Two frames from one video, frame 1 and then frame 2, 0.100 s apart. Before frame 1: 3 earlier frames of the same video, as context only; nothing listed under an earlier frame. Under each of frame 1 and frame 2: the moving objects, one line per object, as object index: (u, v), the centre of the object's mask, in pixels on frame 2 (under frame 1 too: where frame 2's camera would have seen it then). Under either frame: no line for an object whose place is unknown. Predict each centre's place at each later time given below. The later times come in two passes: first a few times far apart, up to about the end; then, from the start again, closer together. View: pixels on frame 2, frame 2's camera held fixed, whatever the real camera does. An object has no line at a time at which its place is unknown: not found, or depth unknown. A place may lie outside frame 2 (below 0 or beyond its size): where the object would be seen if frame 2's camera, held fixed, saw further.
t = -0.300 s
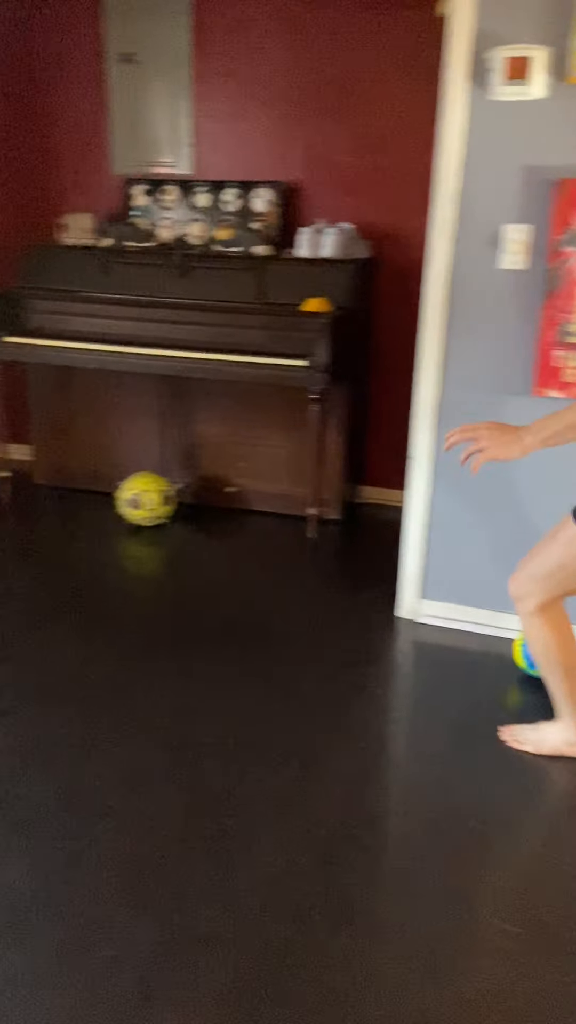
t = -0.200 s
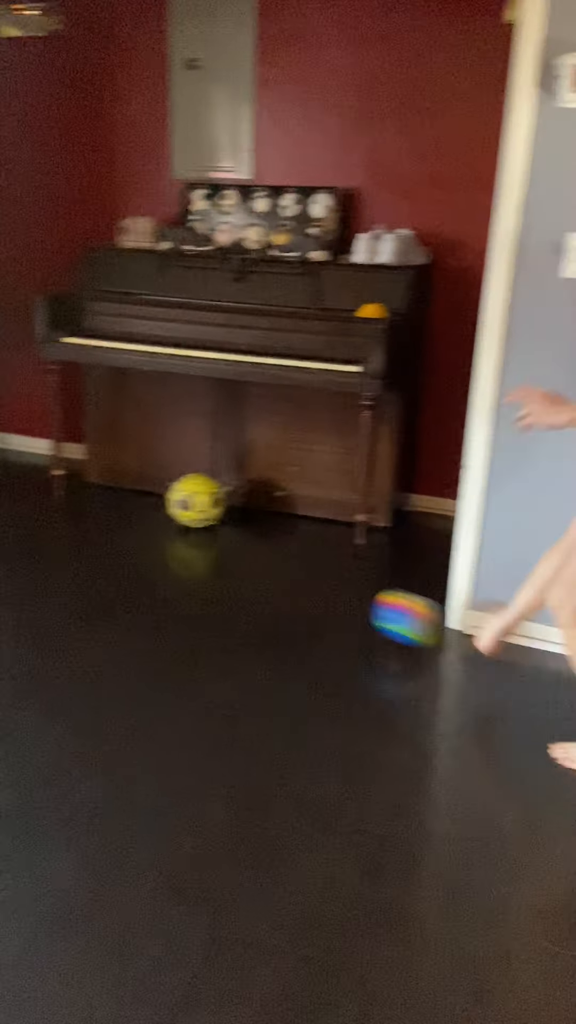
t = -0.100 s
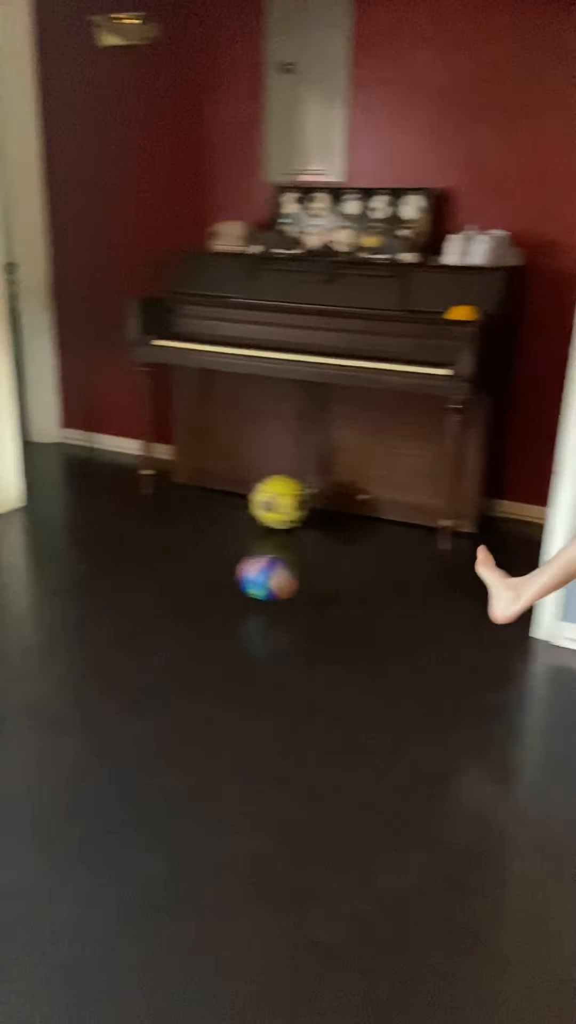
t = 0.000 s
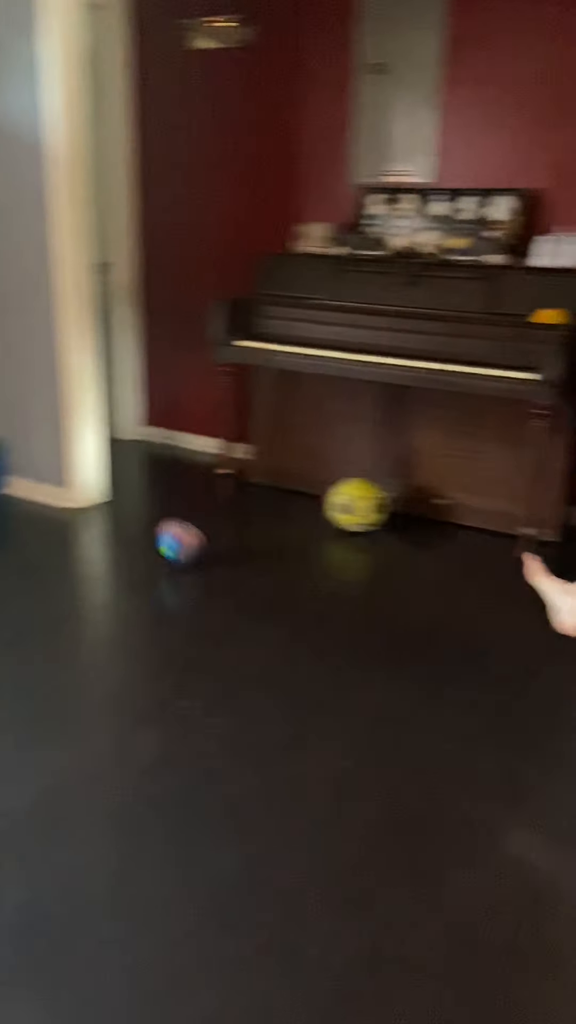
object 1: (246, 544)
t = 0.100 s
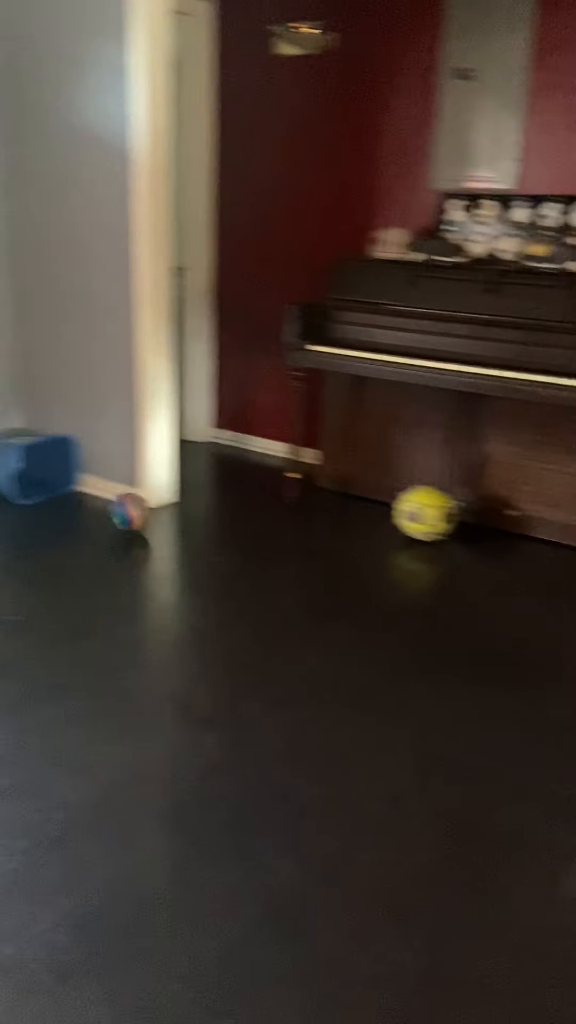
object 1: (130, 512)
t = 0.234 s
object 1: (18, 472)
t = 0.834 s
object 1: (149, 504)
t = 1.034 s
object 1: (201, 517)
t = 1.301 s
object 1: (272, 533)
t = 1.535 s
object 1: (339, 544)
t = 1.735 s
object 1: (397, 555)
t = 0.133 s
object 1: (97, 501)
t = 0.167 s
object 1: (64, 490)
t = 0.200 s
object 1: (38, 485)
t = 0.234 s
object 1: (18, 472)
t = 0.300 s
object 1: (13, 458)
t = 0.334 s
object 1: (20, 463)
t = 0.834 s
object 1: (149, 504)
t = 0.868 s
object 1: (158, 509)
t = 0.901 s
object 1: (166, 510)
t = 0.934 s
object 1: (174, 511)
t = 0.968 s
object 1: (183, 514)
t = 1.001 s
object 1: (192, 515)
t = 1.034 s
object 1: (201, 517)
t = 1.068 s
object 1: (210, 521)
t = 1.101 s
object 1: (220, 521)
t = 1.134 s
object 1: (229, 523)
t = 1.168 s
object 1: (239, 524)
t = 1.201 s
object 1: (247, 527)
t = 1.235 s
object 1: (256, 530)
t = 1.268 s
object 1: (264, 531)
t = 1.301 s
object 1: (272, 533)
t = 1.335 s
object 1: (281, 535)
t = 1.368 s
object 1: (291, 536)
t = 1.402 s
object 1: (300, 538)
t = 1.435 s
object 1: (309, 539)
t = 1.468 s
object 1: (319, 541)
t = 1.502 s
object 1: (329, 543)
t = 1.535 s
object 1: (339, 544)
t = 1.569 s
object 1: (349, 546)
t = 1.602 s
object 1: (359, 548)
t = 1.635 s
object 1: (368, 550)
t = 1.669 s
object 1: (377, 551)
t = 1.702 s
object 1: (387, 553)
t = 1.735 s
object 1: (397, 555)
